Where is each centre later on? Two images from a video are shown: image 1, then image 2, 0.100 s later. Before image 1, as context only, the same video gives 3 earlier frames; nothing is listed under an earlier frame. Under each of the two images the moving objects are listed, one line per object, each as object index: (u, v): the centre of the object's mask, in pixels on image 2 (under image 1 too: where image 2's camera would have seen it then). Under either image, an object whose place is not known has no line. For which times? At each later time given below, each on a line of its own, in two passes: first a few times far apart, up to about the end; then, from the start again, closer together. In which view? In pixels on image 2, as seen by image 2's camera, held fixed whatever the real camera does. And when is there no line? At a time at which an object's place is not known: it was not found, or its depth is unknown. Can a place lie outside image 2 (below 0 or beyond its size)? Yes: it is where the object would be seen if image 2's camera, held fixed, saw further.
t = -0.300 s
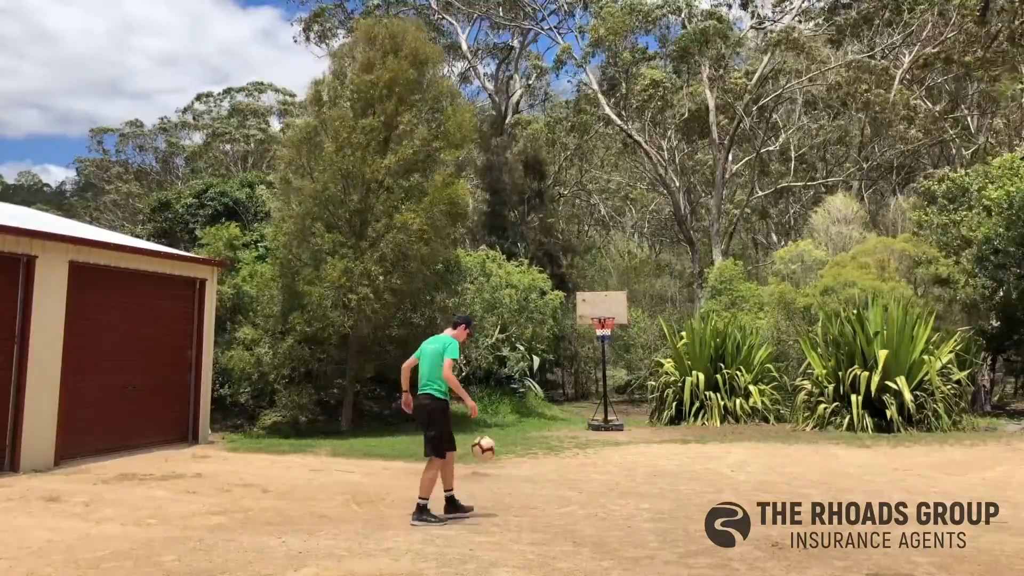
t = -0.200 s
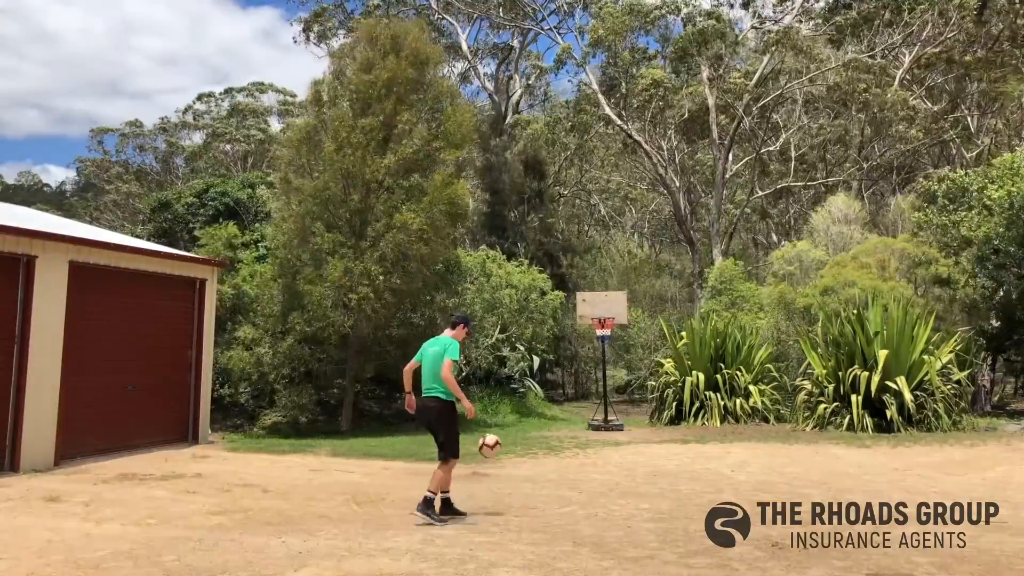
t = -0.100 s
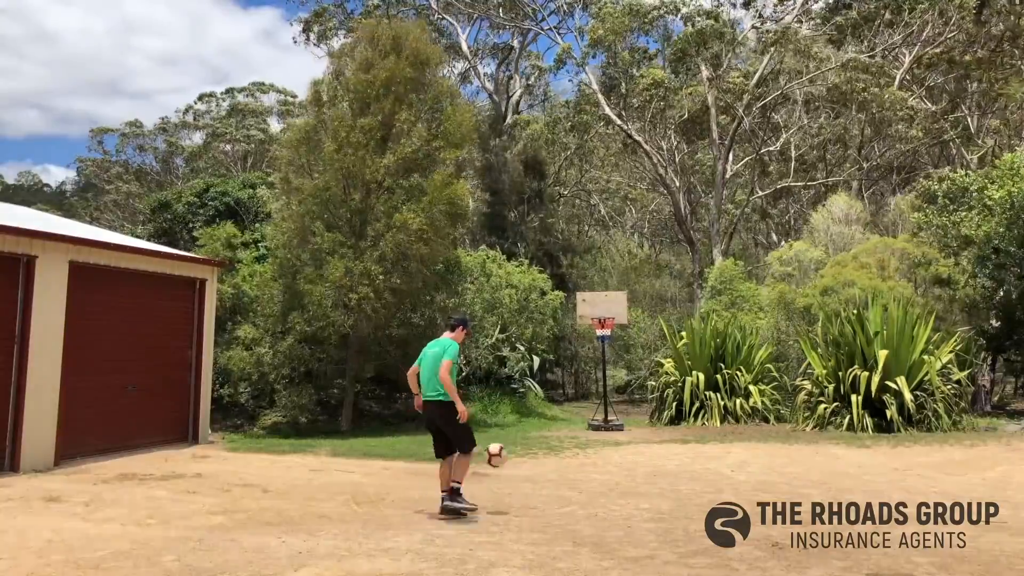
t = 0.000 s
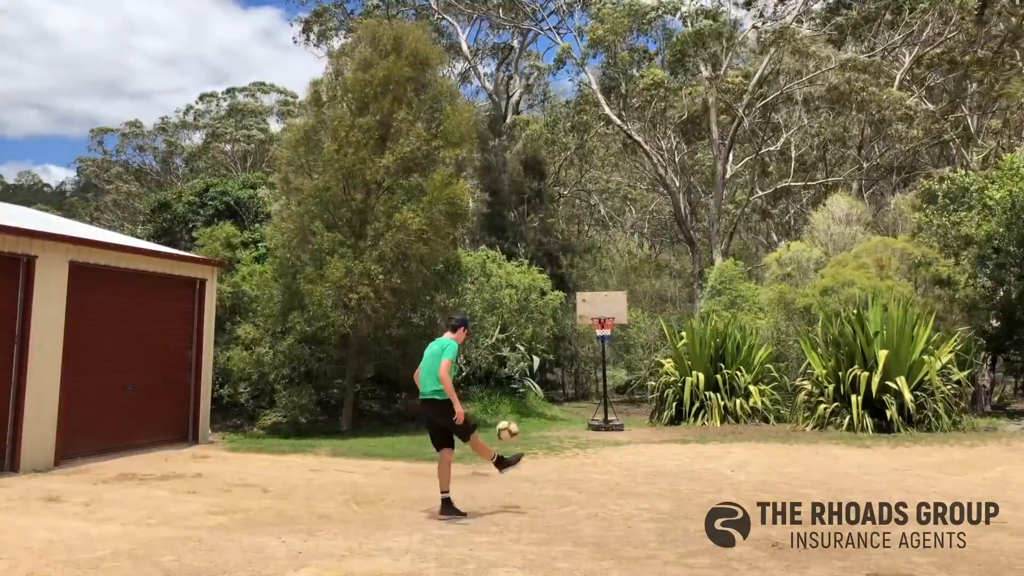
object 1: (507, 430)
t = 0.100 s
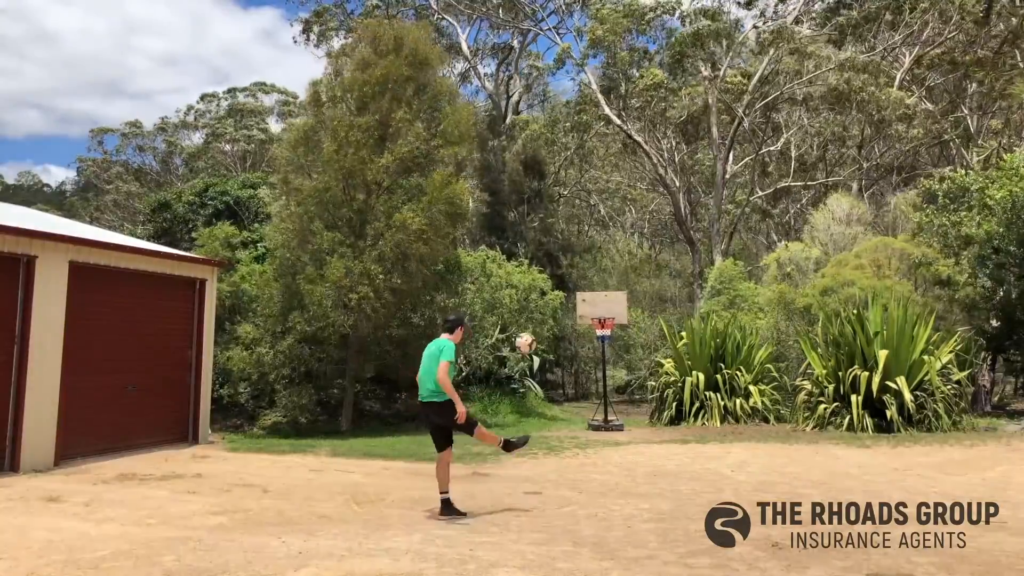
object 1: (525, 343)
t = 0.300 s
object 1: (551, 234)
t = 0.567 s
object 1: (570, 186)
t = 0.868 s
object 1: (586, 182)
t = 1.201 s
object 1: (596, 241)
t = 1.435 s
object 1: (600, 305)
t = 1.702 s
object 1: (604, 327)
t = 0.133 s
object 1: (530, 320)
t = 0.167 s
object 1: (536, 298)
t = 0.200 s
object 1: (540, 280)
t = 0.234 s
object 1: (544, 263)
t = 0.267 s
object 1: (547, 247)
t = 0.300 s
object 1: (551, 234)
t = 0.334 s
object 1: (554, 223)
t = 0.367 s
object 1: (556, 213)
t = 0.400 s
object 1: (560, 204)
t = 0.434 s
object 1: (563, 197)
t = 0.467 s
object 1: (565, 193)
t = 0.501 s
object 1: (567, 190)
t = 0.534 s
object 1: (569, 187)
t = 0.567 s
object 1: (570, 186)
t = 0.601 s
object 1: (571, 180)
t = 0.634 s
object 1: (575, 174)
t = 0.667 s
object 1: (577, 173)
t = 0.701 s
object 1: (578, 173)
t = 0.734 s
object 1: (580, 173)
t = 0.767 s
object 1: (582, 175)
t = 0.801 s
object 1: (583, 176)
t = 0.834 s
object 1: (584, 179)
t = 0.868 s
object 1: (586, 182)
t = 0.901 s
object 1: (587, 186)
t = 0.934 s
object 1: (588, 190)
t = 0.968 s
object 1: (589, 195)
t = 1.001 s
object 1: (590, 200)
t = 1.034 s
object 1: (591, 206)
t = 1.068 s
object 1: (592, 212)
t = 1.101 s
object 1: (593, 218)
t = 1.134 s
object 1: (594, 225)
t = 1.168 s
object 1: (594, 233)
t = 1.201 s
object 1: (596, 241)
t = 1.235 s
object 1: (597, 249)
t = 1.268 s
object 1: (597, 257)
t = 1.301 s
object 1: (598, 266)
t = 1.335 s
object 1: (599, 275)
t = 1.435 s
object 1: (600, 305)
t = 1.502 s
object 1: (601, 318)
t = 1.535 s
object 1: (602, 323)
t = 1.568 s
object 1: (603, 325)
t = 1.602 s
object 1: (603, 325)
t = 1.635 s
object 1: (603, 324)
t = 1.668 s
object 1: (604, 324)
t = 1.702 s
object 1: (604, 327)
